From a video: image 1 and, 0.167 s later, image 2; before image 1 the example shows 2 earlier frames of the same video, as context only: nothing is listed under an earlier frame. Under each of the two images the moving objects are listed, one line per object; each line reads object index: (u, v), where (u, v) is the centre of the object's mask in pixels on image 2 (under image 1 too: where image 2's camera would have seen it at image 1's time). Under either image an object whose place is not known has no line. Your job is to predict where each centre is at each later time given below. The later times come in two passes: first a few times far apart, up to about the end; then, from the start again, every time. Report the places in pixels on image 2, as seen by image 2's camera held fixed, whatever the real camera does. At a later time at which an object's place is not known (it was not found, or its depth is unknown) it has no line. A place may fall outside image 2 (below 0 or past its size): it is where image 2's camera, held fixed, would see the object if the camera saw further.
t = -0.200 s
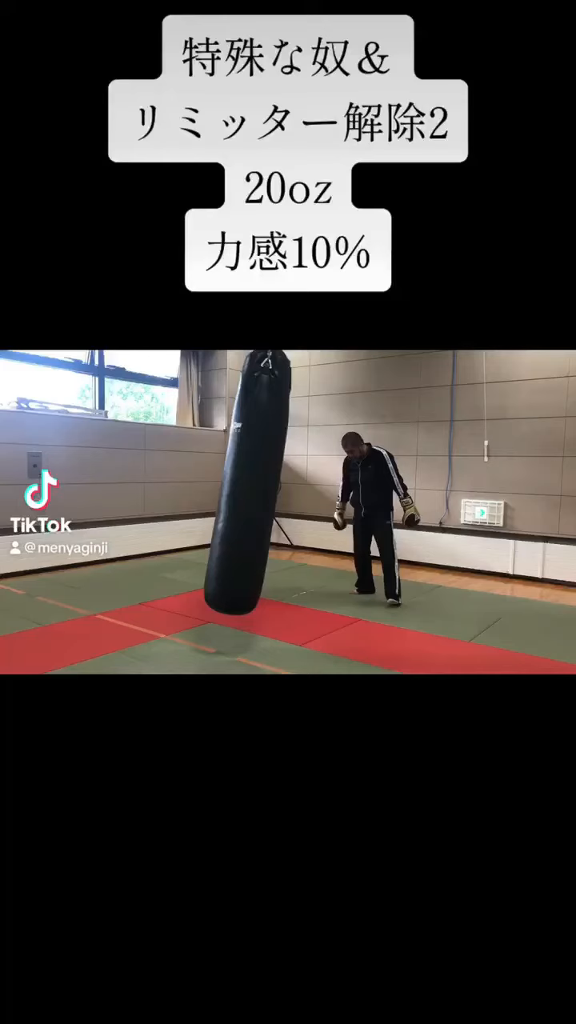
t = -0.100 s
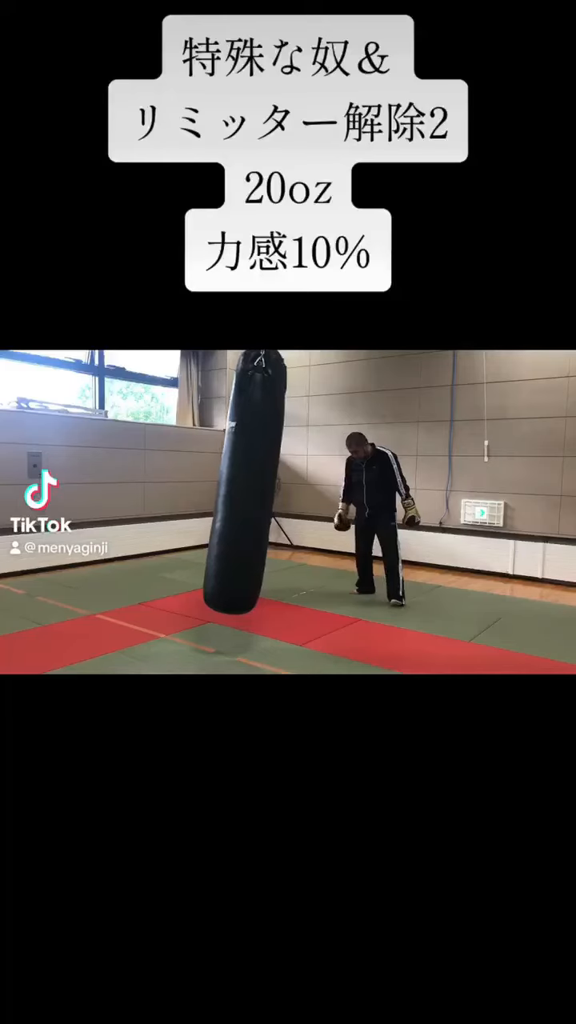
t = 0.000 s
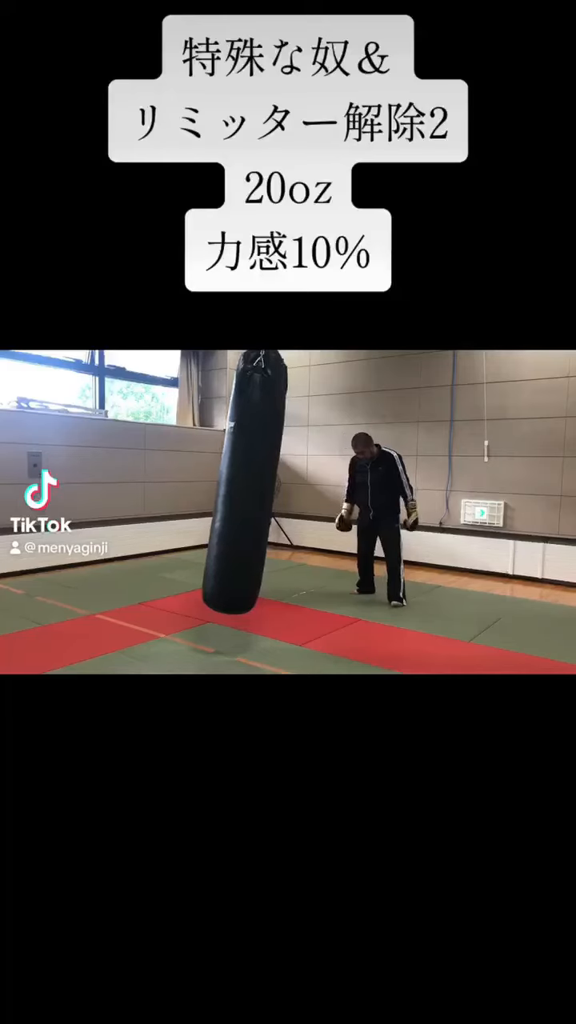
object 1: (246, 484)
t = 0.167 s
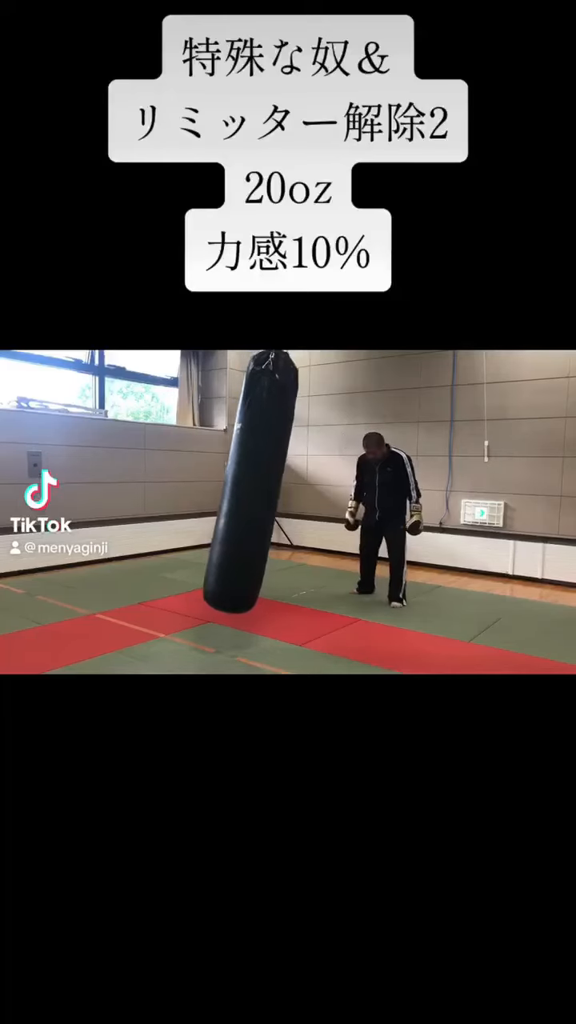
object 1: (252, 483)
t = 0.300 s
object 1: (259, 483)
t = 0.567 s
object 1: (277, 483)
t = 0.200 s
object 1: (254, 483)
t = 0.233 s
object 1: (255, 483)
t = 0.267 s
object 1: (257, 483)
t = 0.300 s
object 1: (259, 483)
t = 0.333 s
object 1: (261, 483)
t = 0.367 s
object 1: (263, 483)
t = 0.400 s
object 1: (265, 483)
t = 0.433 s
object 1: (267, 483)
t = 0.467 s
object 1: (269, 483)
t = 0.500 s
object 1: (272, 483)
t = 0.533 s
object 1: (274, 483)
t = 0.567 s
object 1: (277, 483)
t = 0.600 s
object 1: (280, 483)
